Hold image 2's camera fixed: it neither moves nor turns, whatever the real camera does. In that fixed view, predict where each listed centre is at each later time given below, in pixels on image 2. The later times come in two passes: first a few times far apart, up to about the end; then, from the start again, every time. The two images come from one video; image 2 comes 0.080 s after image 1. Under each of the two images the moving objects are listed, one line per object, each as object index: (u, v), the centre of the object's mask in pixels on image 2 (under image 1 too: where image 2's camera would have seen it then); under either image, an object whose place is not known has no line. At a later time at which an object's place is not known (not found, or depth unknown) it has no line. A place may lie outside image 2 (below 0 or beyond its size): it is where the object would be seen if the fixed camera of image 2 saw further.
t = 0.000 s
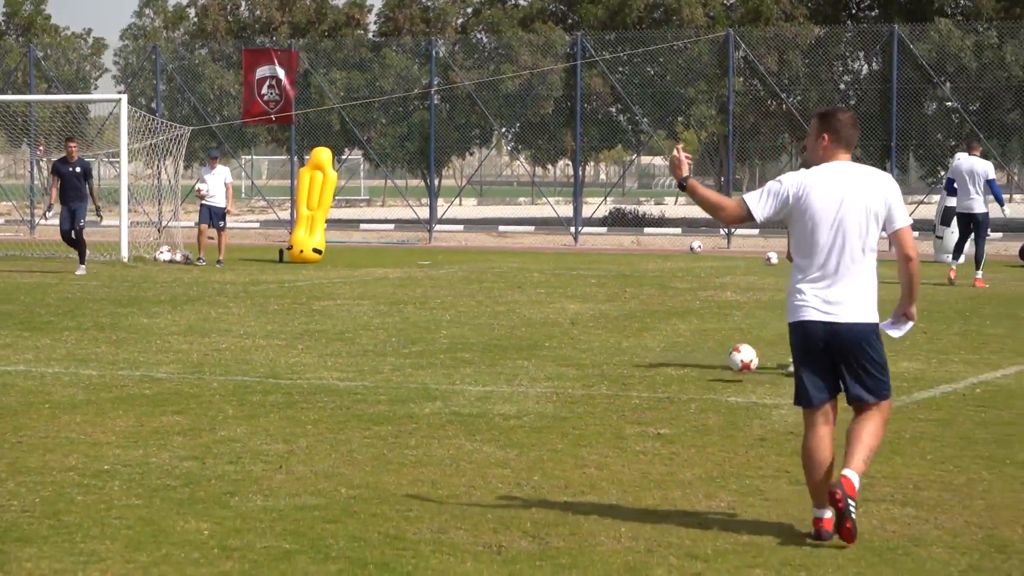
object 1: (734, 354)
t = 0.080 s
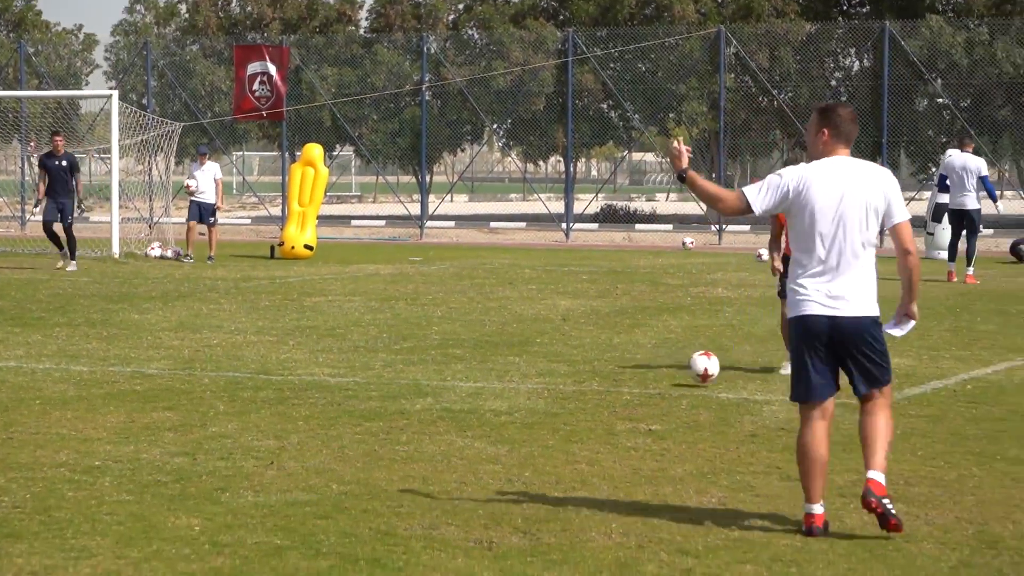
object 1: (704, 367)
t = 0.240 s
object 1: (650, 377)
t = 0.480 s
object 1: (573, 403)
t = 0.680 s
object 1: (509, 427)
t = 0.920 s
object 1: (423, 463)
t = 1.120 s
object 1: (346, 478)
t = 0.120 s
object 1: (688, 376)
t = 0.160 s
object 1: (675, 377)
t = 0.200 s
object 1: (662, 376)
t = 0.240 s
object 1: (650, 377)
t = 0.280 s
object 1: (636, 381)
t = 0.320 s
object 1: (622, 389)
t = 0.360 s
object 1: (609, 399)
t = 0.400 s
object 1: (595, 403)
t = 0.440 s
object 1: (585, 401)
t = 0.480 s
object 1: (573, 403)
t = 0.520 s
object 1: (560, 407)
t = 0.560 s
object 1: (549, 414)
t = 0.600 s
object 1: (535, 424)
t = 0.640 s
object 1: (523, 425)
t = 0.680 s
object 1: (509, 427)
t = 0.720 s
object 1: (495, 432)
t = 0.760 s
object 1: (482, 440)
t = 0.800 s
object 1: (468, 447)
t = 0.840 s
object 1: (453, 450)
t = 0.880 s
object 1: (438, 455)
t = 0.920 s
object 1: (423, 463)
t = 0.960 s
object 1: (407, 464)
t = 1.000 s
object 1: (393, 462)
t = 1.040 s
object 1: (377, 463)
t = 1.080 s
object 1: (363, 469)
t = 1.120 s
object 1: (346, 478)
